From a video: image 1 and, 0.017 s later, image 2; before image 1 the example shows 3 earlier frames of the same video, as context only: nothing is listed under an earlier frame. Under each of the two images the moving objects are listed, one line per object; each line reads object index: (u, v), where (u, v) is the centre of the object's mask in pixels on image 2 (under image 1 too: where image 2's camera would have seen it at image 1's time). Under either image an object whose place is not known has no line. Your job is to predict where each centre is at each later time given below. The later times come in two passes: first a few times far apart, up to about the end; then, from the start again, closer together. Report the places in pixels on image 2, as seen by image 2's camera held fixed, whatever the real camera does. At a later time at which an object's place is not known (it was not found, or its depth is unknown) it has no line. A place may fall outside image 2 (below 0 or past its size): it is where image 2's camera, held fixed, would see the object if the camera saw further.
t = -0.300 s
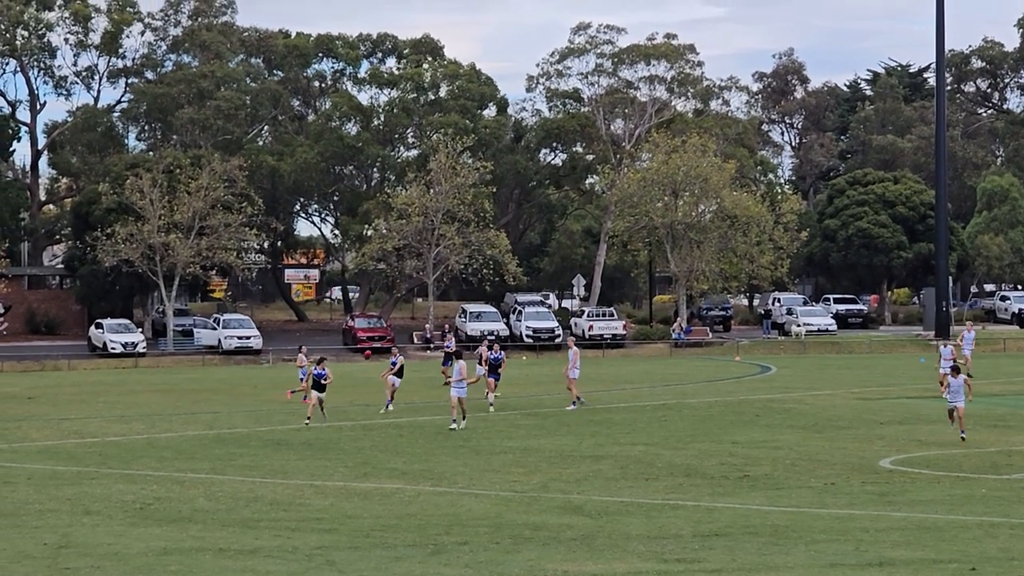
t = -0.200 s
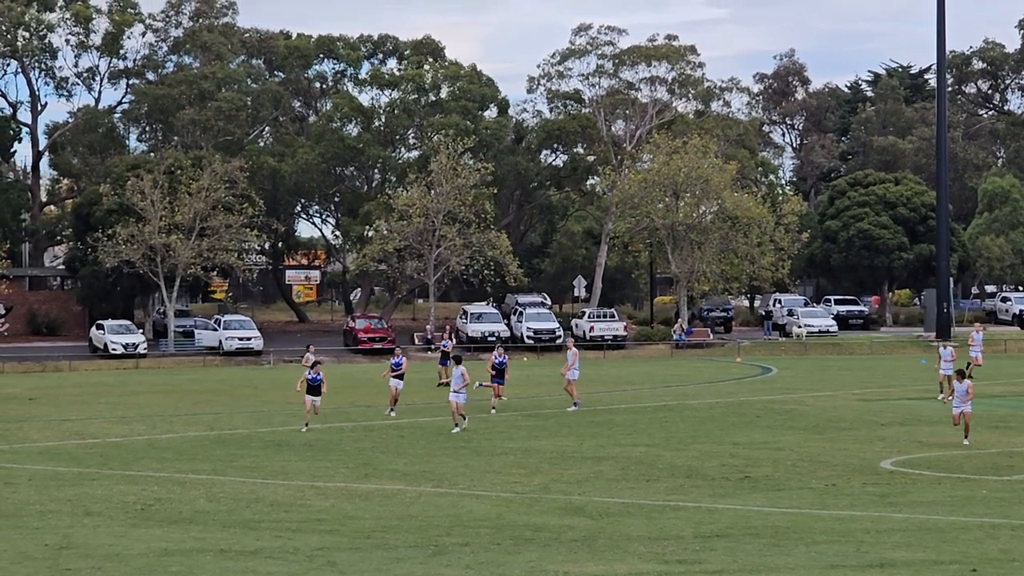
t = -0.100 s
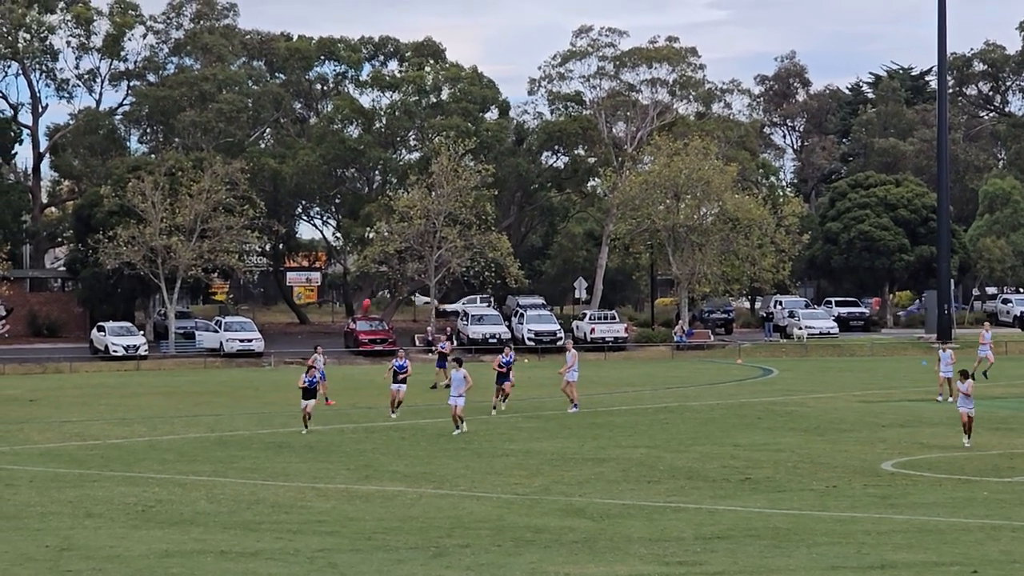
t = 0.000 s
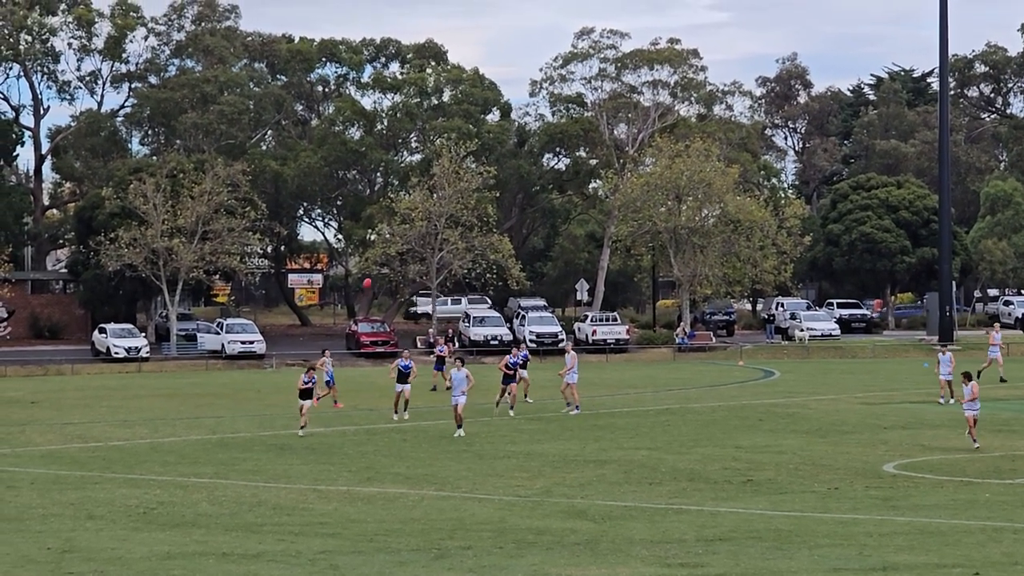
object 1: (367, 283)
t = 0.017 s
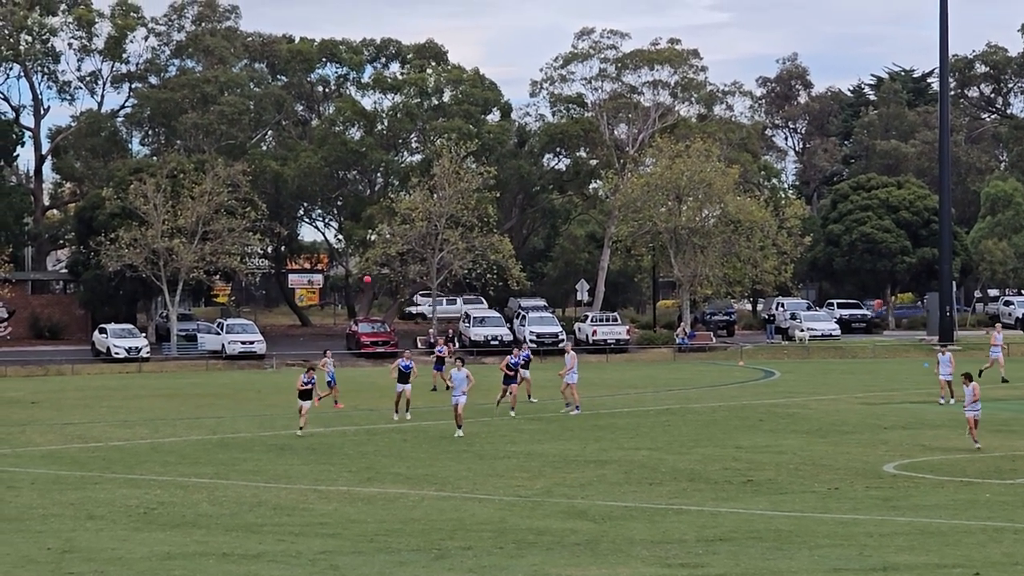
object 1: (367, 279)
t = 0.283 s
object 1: (367, 232)
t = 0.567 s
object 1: (371, 204)
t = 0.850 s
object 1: (379, 208)
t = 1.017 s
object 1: (388, 225)
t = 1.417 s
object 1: (416, 326)
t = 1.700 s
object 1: (443, 455)
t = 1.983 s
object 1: (475, 496)
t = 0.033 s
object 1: (367, 275)
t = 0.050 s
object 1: (366, 272)
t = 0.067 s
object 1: (366, 269)
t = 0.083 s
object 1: (367, 266)
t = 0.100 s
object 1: (366, 263)
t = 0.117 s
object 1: (366, 259)
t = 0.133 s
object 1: (366, 256)
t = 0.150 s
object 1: (366, 254)
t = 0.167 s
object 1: (366, 250)
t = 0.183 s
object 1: (366, 248)
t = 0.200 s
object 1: (366, 245)
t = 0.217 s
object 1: (366, 241)
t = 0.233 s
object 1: (367, 238)
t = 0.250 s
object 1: (367, 236)
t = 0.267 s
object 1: (367, 235)
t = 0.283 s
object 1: (367, 232)
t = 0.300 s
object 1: (367, 229)
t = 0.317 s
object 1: (367, 227)
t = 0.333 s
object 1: (367, 225)
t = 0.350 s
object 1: (367, 223)
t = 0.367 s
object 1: (367, 221)
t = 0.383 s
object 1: (367, 219)
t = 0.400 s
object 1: (368, 217)
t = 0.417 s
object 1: (368, 216)
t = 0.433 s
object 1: (368, 215)
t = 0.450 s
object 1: (368, 213)
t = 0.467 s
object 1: (369, 211)
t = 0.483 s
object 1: (369, 210)
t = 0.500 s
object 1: (369, 209)
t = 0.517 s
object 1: (370, 208)
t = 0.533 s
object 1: (369, 208)
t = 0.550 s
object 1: (370, 205)
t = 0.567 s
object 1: (371, 204)
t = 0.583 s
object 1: (371, 204)
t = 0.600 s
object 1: (371, 204)
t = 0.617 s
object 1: (371, 204)
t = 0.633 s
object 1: (372, 202)
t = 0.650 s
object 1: (372, 202)
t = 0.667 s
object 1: (373, 202)
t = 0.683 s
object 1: (373, 202)
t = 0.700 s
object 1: (373, 202)
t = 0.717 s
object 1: (374, 202)
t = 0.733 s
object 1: (375, 202)
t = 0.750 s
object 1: (375, 202)
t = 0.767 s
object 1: (376, 203)
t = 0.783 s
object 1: (376, 204)
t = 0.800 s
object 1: (377, 205)
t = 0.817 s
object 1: (377, 205)
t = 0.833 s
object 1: (378, 205)
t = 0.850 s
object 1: (379, 208)
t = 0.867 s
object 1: (380, 209)
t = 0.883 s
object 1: (380, 210)
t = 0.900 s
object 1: (381, 211)
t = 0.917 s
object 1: (381, 211)
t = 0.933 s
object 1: (383, 215)
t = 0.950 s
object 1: (384, 216)
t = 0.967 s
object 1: (384, 219)
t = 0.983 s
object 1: (386, 221)
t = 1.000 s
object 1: (386, 223)
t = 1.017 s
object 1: (388, 225)
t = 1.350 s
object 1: (410, 303)
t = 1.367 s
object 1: (411, 309)
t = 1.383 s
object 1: (413, 315)
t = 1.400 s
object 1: (414, 320)
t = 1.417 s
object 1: (416, 326)
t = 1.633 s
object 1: (435, 420)
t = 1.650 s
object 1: (437, 428)
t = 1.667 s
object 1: (439, 437)
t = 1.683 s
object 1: (441, 446)
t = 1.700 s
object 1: (443, 455)
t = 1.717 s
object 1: (444, 465)
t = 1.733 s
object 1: (446, 474)
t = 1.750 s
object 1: (448, 484)
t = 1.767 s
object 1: (450, 494)
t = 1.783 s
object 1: (452, 504)
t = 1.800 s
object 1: (454, 510)
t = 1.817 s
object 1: (456, 508)
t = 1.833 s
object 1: (457, 506)
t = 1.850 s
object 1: (459, 504)
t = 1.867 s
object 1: (461, 502)
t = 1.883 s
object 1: (463, 501)
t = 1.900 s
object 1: (465, 500)
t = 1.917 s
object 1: (467, 499)
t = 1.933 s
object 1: (469, 498)
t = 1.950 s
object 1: (471, 497)
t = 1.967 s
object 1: (473, 496)
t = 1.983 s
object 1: (475, 496)
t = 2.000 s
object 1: (477, 496)
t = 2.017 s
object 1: (479, 496)
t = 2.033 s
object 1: (481, 497)
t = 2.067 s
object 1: (485, 498)
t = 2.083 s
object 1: (487, 499)
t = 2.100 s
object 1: (489, 500)
